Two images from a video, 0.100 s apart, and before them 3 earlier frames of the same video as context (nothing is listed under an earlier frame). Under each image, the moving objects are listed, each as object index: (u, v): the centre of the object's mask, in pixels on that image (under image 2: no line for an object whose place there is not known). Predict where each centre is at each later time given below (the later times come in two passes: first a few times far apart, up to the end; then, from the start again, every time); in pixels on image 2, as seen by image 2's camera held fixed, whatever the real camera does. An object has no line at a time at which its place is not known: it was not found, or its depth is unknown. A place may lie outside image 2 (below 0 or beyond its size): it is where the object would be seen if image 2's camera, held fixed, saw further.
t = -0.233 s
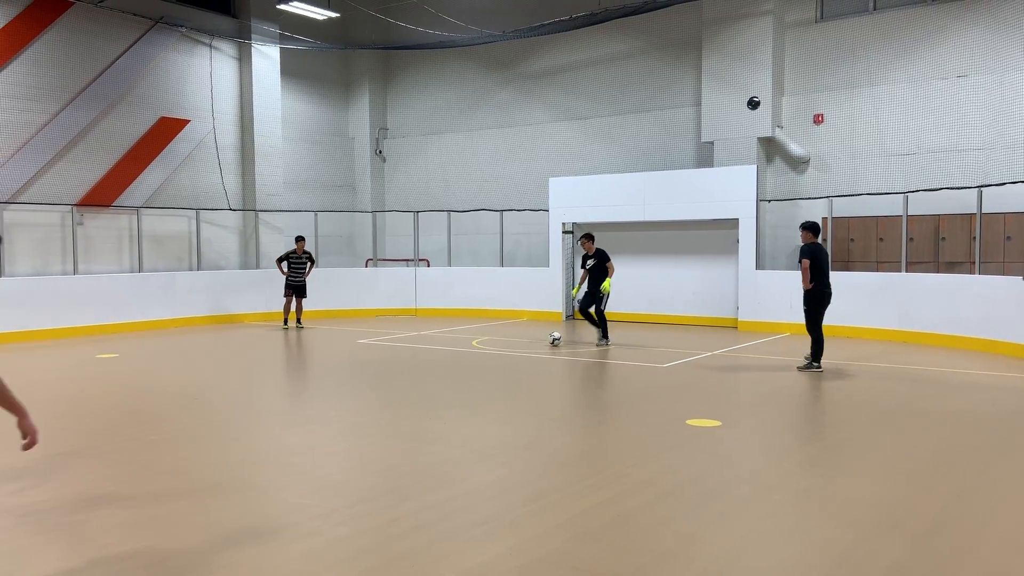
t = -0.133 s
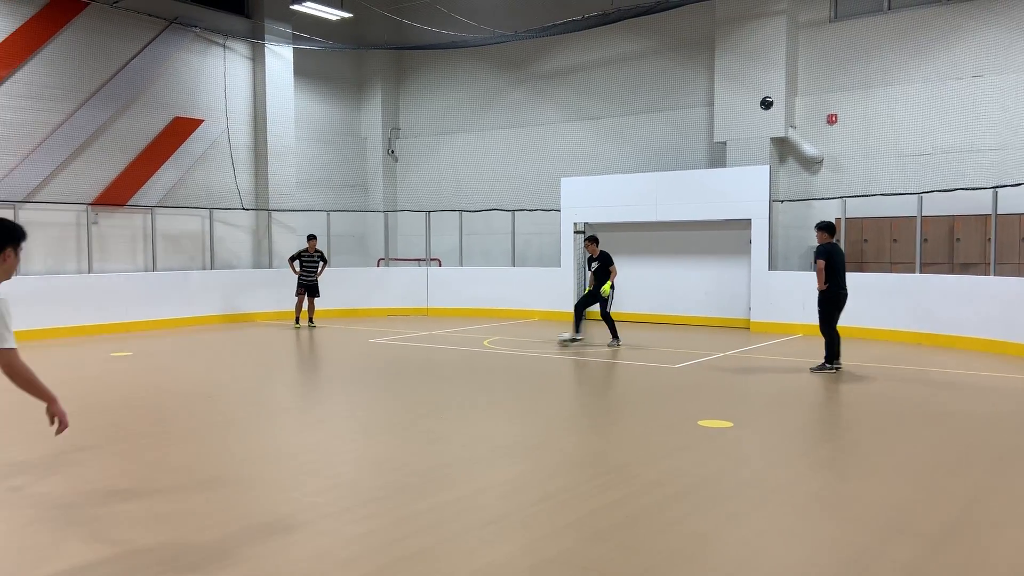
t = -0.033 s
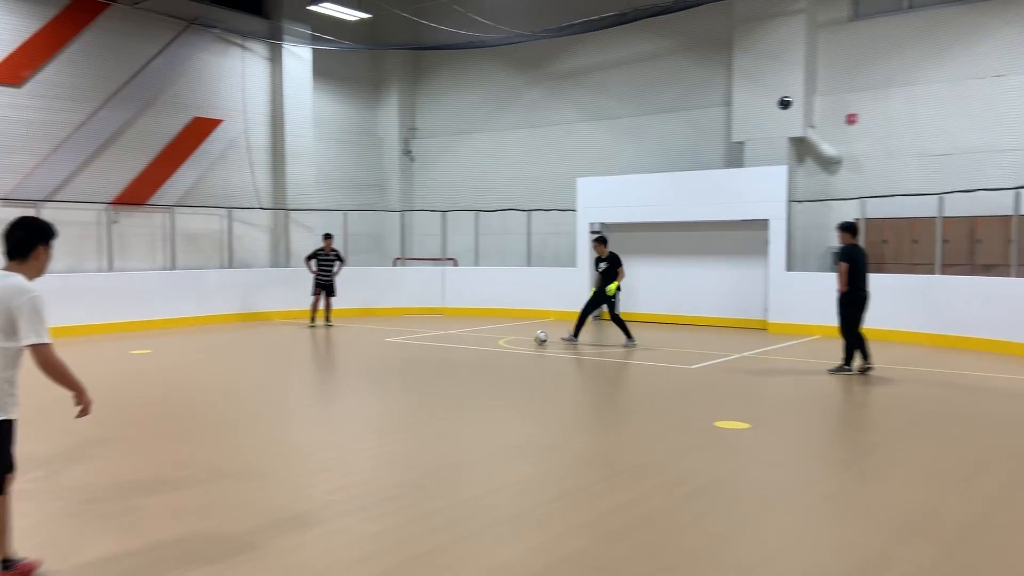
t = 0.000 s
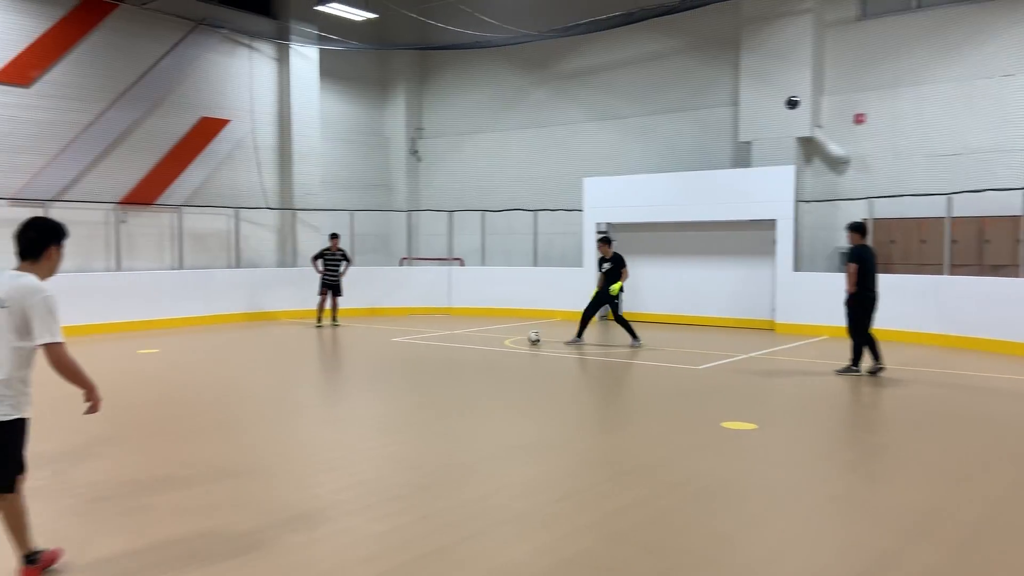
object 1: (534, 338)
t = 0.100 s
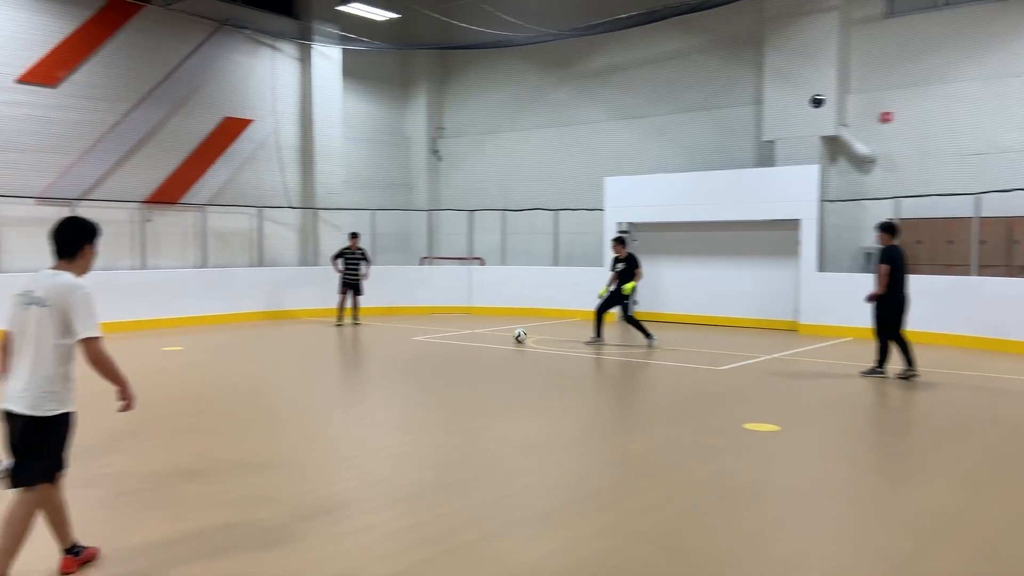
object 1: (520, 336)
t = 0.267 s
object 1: (471, 334)
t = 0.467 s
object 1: (424, 332)
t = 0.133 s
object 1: (509, 335)
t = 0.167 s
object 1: (499, 335)
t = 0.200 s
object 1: (489, 335)
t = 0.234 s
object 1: (480, 334)
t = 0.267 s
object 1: (471, 334)
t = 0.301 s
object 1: (462, 333)
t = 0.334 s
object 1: (454, 333)
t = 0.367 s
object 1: (446, 333)
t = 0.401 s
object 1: (438, 333)
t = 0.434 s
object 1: (432, 332)
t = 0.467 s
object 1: (424, 332)
